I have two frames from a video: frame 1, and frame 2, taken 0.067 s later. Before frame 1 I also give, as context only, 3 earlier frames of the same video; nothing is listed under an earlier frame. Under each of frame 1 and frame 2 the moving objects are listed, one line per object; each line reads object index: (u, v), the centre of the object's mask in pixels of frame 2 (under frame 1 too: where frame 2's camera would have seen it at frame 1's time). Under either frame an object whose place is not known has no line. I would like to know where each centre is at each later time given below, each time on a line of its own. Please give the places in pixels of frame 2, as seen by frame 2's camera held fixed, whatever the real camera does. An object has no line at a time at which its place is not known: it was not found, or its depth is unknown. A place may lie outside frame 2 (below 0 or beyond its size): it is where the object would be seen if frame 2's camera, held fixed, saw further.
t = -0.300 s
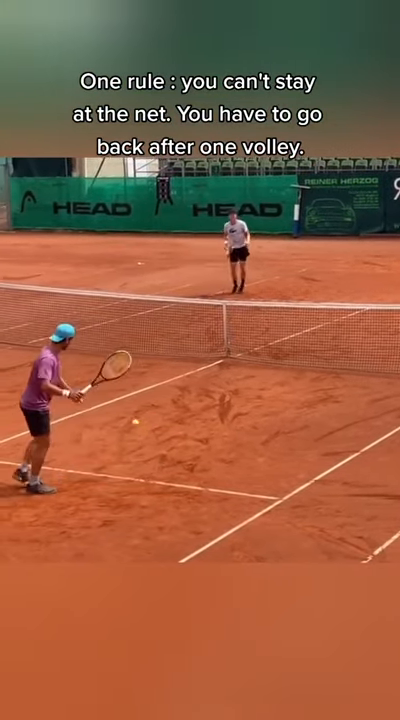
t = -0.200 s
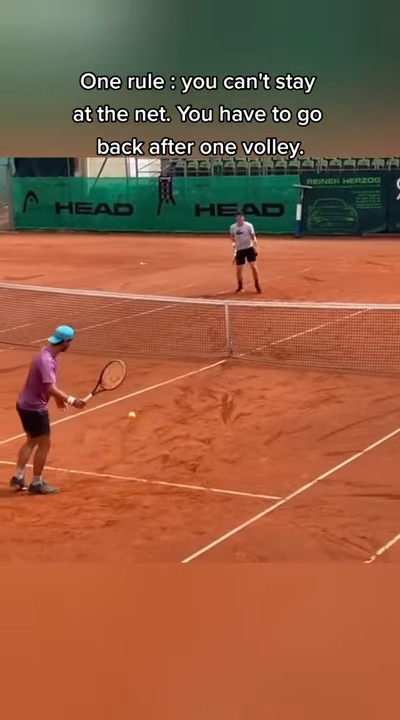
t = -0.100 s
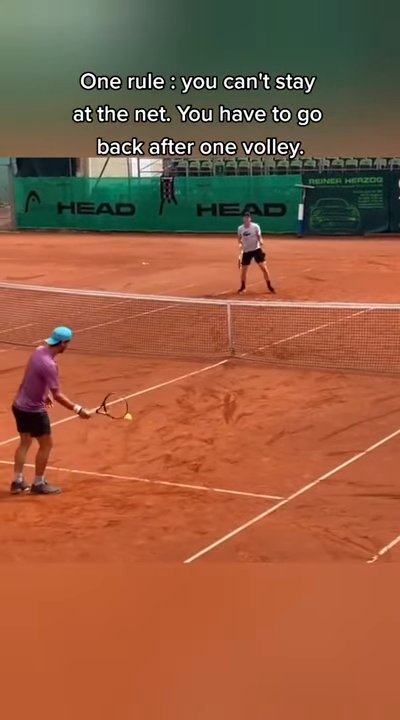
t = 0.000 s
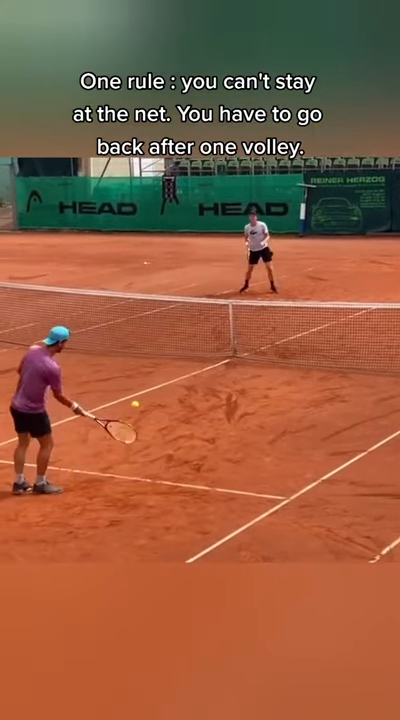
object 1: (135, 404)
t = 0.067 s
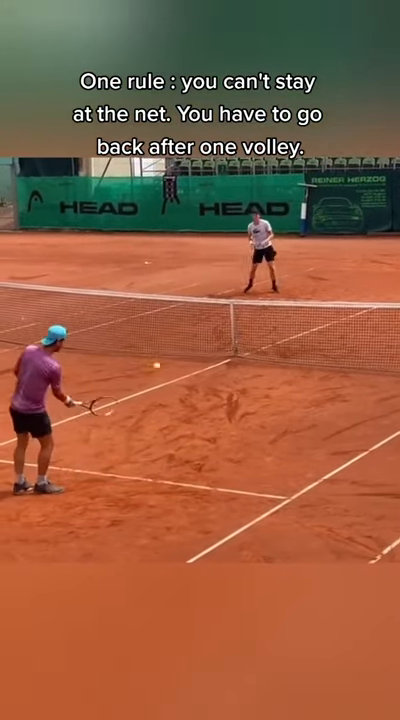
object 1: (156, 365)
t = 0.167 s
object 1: (183, 322)
